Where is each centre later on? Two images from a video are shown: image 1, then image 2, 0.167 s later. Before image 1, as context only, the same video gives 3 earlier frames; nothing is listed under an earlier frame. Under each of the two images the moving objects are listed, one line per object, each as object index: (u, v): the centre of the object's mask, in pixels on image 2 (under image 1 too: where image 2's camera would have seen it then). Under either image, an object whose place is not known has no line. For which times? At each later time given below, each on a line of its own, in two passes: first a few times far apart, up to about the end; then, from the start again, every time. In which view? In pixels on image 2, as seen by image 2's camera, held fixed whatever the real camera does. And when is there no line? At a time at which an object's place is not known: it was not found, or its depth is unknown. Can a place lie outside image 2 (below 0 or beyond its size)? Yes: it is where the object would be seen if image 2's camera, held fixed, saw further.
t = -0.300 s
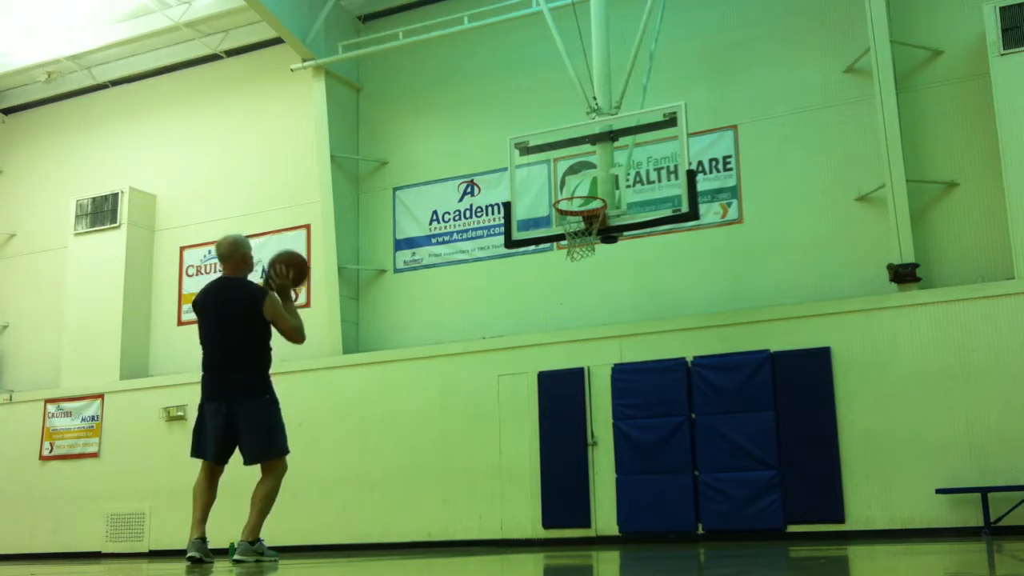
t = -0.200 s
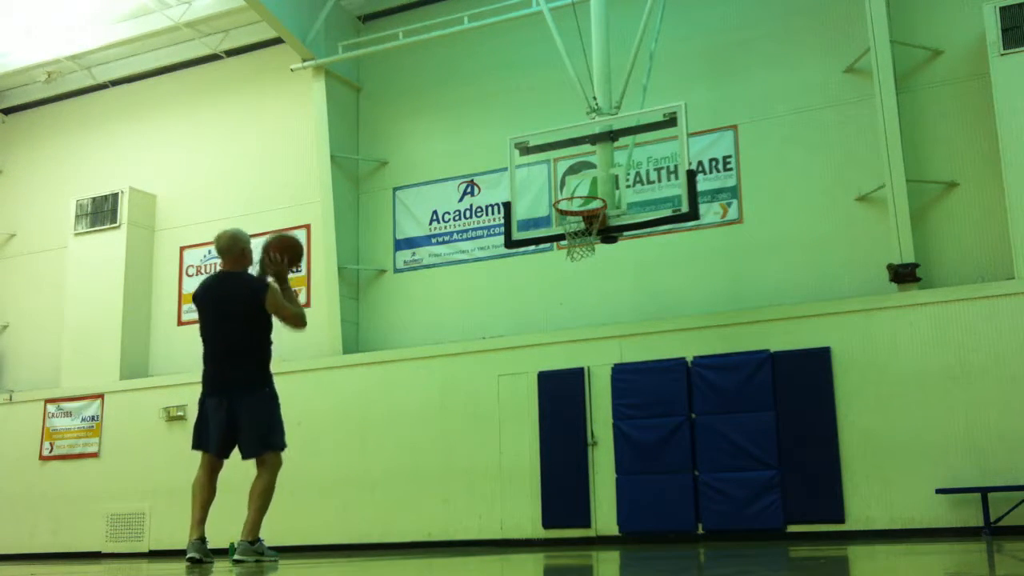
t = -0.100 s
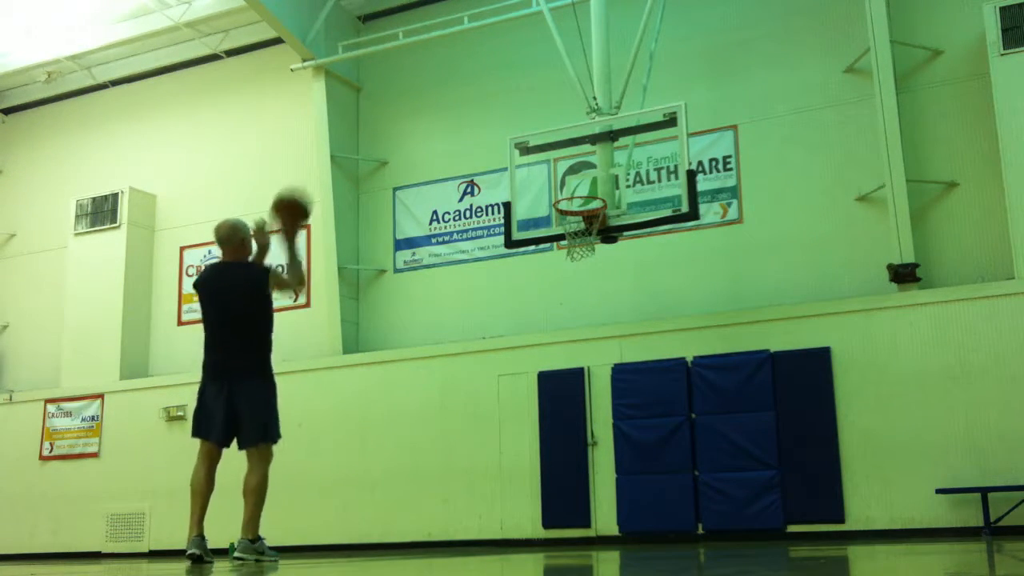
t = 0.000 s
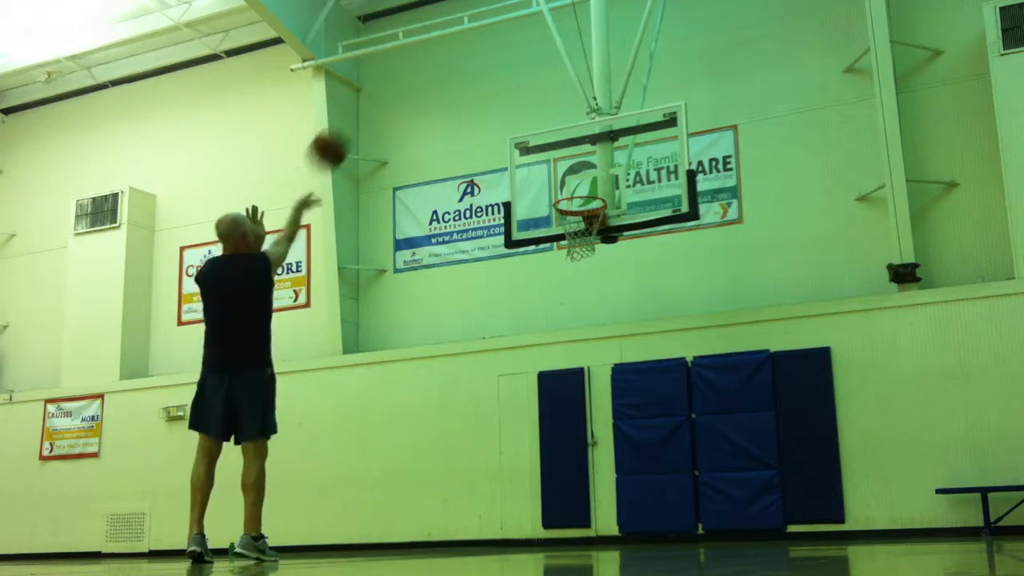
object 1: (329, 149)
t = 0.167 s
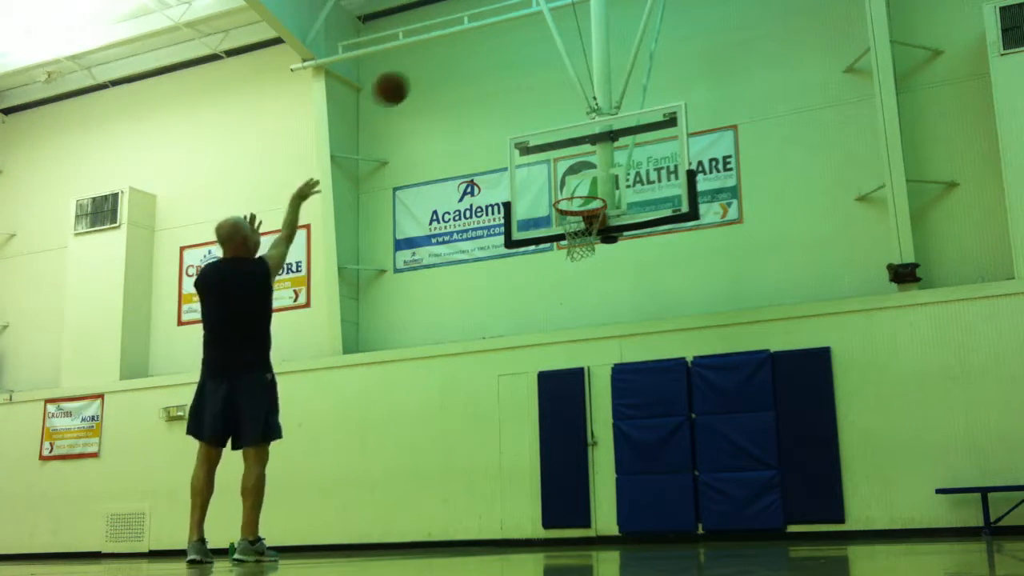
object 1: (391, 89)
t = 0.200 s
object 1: (402, 82)
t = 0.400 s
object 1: (462, 71)
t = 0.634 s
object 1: (521, 113)
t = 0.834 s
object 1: (566, 189)
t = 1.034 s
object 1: (572, 196)
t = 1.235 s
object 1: (569, 198)
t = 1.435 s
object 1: (583, 199)
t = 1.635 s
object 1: (588, 210)
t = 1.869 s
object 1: (564, 230)
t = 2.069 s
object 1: (559, 266)
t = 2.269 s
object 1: (557, 344)
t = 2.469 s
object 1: (552, 463)
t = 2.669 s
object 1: (553, 478)
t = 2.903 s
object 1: (554, 400)
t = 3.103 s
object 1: (557, 380)
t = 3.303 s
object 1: (560, 392)
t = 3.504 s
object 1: (563, 451)
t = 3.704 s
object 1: (566, 520)
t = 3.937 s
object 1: (565, 456)
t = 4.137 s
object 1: (566, 451)
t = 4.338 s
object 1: (566, 471)
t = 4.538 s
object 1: (570, 528)
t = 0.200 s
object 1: (402, 82)
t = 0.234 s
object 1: (413, 76)
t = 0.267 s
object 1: (423, 72)
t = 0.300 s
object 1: (434, 70)
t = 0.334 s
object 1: (443, 69)
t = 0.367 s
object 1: (453, 69)
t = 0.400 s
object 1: (462, 71)
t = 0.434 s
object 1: (471, 74)
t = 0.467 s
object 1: (480, 77)
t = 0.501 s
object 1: (488, 83)
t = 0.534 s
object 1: (497, 89)
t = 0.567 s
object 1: (505, 96)
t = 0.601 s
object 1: (512, 104)
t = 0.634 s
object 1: (521, 113)
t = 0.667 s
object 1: (528, 124)
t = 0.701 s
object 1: (536, 136)
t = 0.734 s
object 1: (544, 147)
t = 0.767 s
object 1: (551, 162)
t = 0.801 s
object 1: (558, 174)
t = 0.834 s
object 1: (566, 189)
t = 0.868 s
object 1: (573, 203)
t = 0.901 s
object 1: (584, 203)
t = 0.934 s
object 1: (592, 203)
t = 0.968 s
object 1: (584, 198)
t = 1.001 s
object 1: (576, 196)
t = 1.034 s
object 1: (572, 196)
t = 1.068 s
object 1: (567, 196)
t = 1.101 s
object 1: (564, 198)
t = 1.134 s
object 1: (564, 198)
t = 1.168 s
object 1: (565, 198)
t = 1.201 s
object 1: (567, 198)
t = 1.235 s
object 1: (569, 198)
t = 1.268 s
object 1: (571, 198)
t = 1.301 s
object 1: (573, 198)
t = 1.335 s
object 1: (575, 198)
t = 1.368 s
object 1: (578, 199)
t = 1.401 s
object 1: (580, 199)
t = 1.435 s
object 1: (583, 199)
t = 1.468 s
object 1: (586, 200)
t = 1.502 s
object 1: (589, 201)
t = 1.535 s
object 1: (591, 202)
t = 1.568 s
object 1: (591, 203)
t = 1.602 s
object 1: (590, 205)
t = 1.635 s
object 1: (588, 210)
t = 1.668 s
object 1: (583, 215)
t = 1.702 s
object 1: (581, 221)
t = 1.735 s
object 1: (577, 223)
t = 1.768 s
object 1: (574, 224)
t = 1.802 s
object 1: (569, 226)
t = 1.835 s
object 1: (567, 227)
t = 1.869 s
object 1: (564, 230)
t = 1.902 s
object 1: (563, 233)
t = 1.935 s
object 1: (562, 238)
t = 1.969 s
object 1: (561, 244)
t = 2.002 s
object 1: (560, 249)
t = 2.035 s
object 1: (559, 257)
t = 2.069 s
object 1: (559, 266)
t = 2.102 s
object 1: (558, 277)
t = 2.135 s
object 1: (558, 288)
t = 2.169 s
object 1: (558, 300)
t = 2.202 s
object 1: (557, 314)
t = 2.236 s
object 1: (557, 328)
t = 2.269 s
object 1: (557, 344)
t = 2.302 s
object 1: (556, 359)
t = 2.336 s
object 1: (555, 377)
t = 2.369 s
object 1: (553, 393)
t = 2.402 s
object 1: (553, 416)
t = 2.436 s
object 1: (553, 439)
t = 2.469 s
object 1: (552, 463)
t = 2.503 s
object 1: (552, 487)
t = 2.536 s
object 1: (553, 514)
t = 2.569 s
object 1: (556, 526)
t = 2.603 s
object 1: (552, 513)
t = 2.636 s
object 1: (553, 495)
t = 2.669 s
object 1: (553, 478)
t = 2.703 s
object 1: (552, 462)
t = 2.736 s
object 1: (553, 450)
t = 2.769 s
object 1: (553, 437)
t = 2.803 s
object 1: (553, 427)
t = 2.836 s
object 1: (552, 417)
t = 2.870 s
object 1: (554, 407)
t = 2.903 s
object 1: (554, 400)
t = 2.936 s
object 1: (554, 392)
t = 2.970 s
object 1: (554, 386)
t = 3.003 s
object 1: (557, 383)
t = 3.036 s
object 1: (557, 381)
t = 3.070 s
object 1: (557, 380)
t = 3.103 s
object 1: (557, 380)
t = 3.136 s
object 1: (557, 380)
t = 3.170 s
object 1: (557, 380)
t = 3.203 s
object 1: (558, 382)
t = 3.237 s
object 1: (558, 382)
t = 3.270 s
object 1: (558, 386)
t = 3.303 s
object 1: (560, 392)
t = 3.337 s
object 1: (559, 400)
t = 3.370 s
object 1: (559, 408)
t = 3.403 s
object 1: (562, 418)
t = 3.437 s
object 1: (562, 427)
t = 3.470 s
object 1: (562, 439)
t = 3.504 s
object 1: (563, 451)
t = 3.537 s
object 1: (564, 468)
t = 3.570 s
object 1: (565, 482)
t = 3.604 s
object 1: (566, 498)
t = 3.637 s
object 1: (566, 518)
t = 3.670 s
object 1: (569, 530)
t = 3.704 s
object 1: (566, 520)
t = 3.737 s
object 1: (567, 507)
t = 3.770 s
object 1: (566, 497)
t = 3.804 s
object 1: (566, 486)
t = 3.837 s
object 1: (566, 477)
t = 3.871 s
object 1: (565, 468)
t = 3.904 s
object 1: (565, 462)
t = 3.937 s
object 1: (565, 456)
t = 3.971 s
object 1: (565, 454)
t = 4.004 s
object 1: (566, 452)
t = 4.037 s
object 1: (566, 451)
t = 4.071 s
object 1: (566, 451)
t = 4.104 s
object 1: (566, 450)
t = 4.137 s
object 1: (566, 451)
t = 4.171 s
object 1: (566, 451)
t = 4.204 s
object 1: (566, 453)
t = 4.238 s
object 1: (566, 455)
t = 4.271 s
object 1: (566, 457)
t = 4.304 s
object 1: (565, 463)
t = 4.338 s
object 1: (566, 471)
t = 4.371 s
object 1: (566, 478)
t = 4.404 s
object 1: (566, 488)
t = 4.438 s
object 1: (566, 499)
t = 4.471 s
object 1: (567, 511)
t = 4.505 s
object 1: (569, 525)
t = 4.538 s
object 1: (570, 528)
